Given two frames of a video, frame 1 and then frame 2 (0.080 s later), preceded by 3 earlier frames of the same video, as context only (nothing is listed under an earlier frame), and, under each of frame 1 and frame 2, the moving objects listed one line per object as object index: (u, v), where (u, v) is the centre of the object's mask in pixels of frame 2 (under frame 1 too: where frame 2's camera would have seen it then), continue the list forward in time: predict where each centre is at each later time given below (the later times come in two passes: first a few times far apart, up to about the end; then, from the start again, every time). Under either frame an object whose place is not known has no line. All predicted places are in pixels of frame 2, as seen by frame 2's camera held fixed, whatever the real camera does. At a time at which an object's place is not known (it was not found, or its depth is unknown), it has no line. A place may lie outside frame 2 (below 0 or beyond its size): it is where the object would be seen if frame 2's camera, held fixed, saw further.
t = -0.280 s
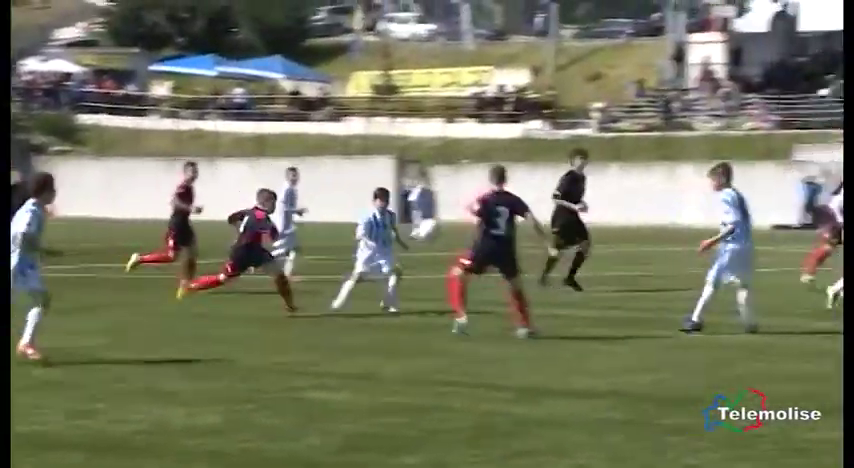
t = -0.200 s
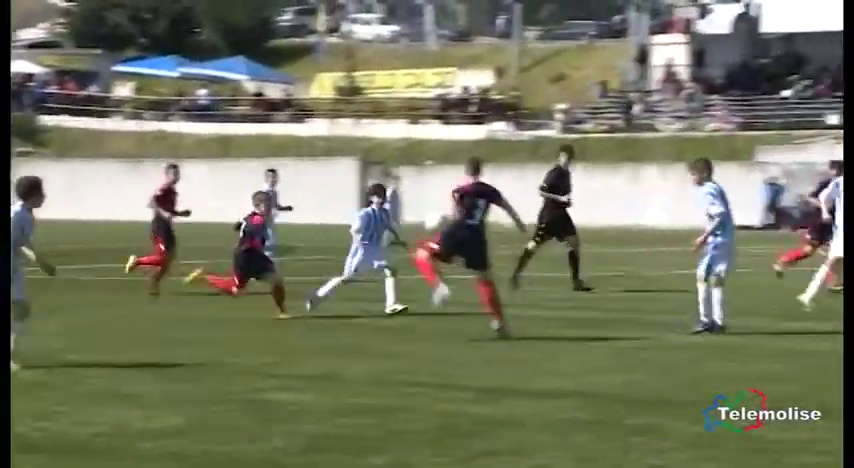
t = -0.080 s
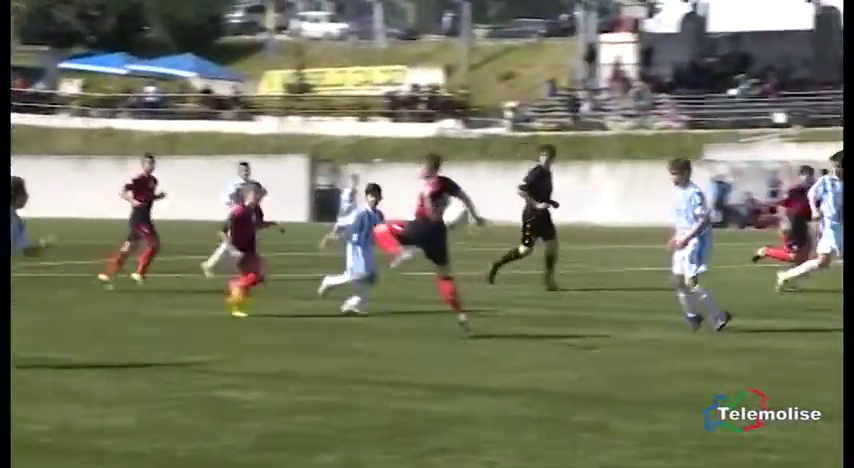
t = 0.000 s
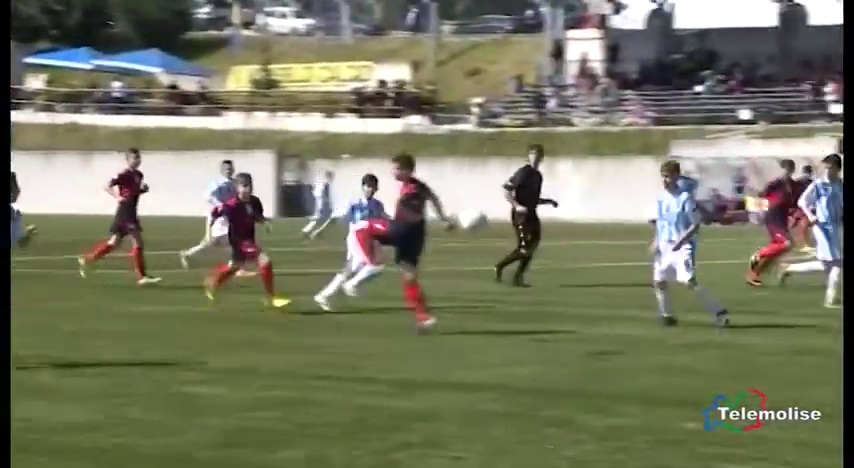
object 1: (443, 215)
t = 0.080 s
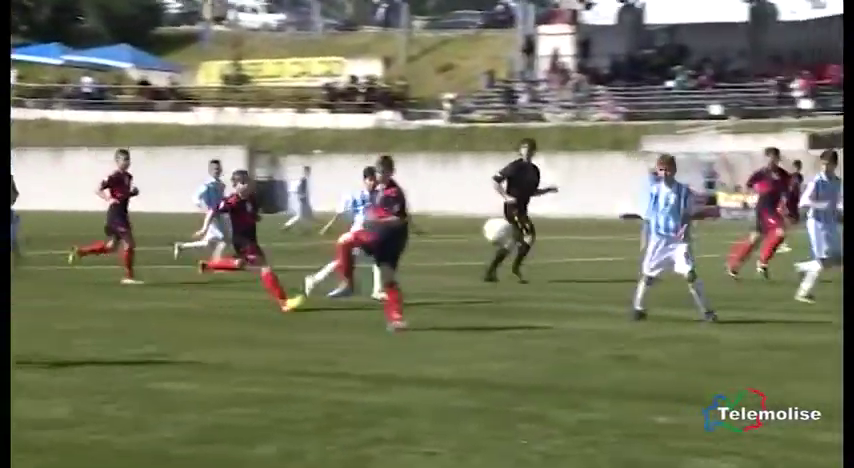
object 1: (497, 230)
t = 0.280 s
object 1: (647, 315)
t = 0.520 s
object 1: (851, 337)
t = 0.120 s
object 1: (527, 242)
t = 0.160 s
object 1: (552, 255)
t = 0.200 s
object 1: (584, 274)
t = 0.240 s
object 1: (614, 293)
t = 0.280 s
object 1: (647, 315)
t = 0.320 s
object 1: (684, 345)
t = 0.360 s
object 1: (721, 380)
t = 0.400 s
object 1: (754, 376)
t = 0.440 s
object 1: (785, 360)
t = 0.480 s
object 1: (820, 348)
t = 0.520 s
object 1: (851, 337)
